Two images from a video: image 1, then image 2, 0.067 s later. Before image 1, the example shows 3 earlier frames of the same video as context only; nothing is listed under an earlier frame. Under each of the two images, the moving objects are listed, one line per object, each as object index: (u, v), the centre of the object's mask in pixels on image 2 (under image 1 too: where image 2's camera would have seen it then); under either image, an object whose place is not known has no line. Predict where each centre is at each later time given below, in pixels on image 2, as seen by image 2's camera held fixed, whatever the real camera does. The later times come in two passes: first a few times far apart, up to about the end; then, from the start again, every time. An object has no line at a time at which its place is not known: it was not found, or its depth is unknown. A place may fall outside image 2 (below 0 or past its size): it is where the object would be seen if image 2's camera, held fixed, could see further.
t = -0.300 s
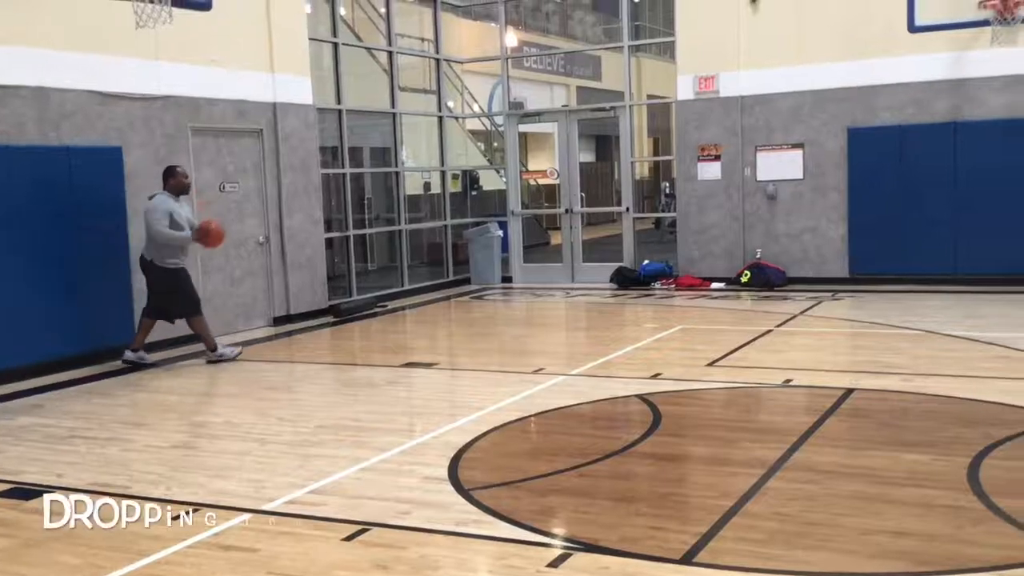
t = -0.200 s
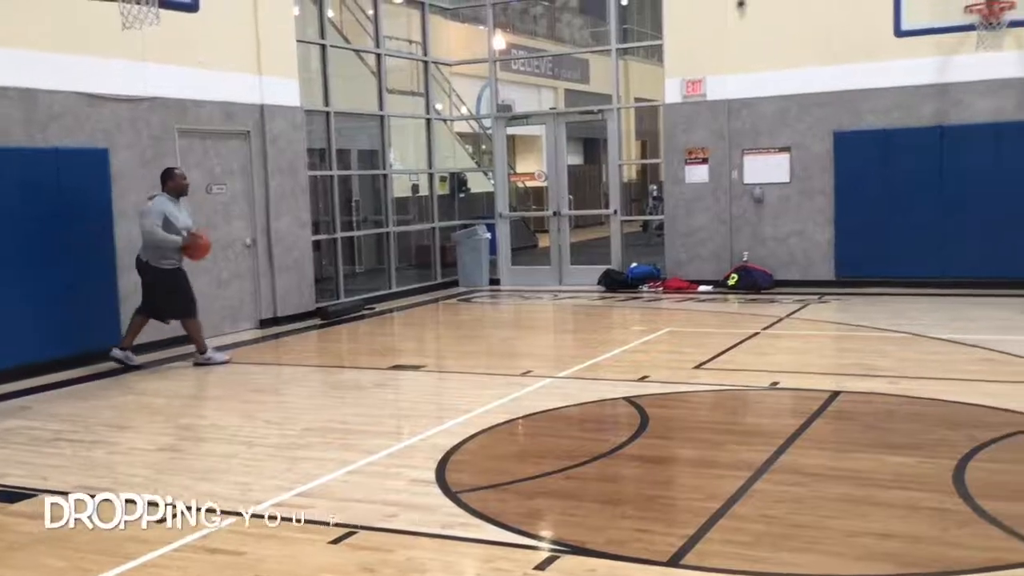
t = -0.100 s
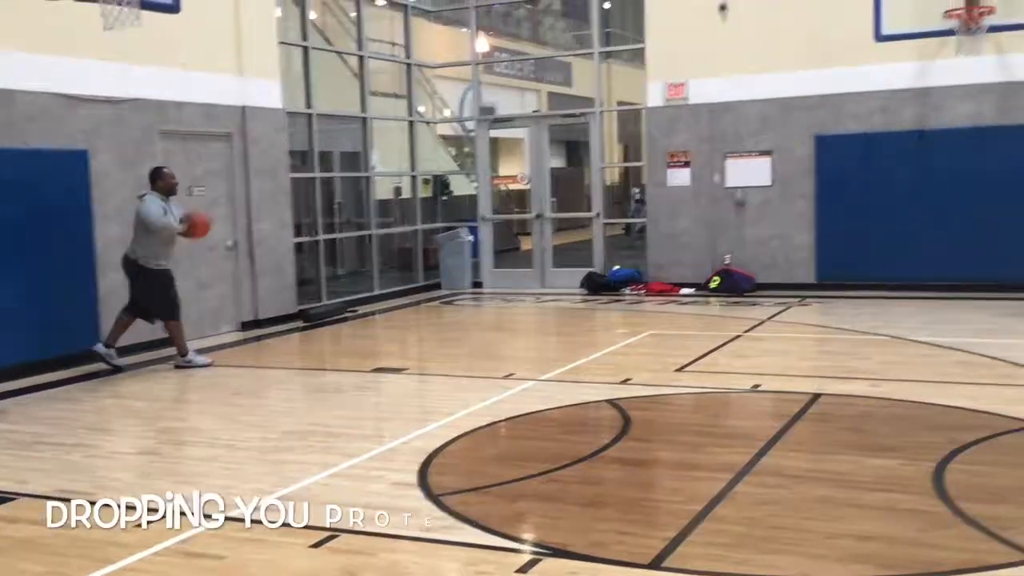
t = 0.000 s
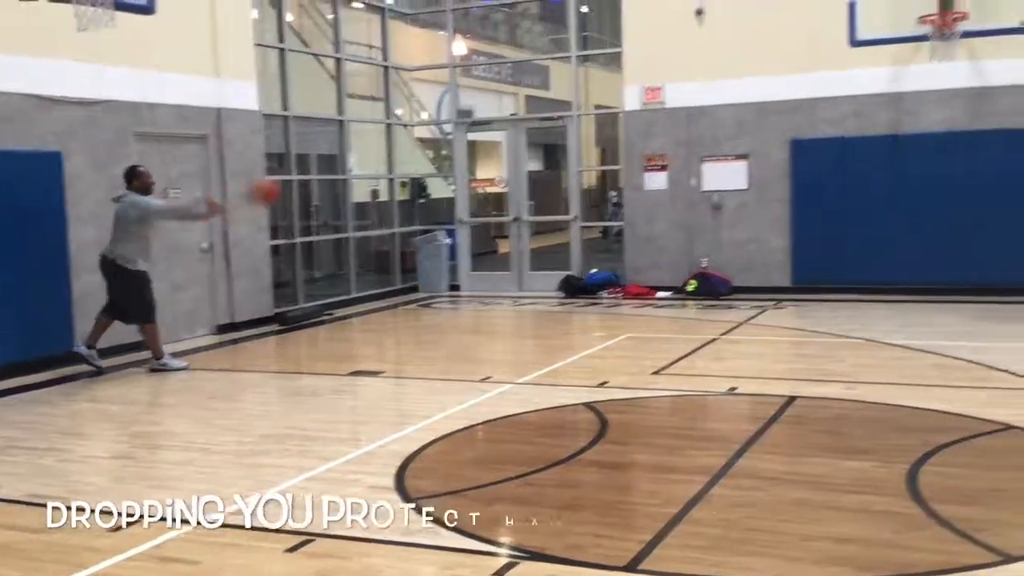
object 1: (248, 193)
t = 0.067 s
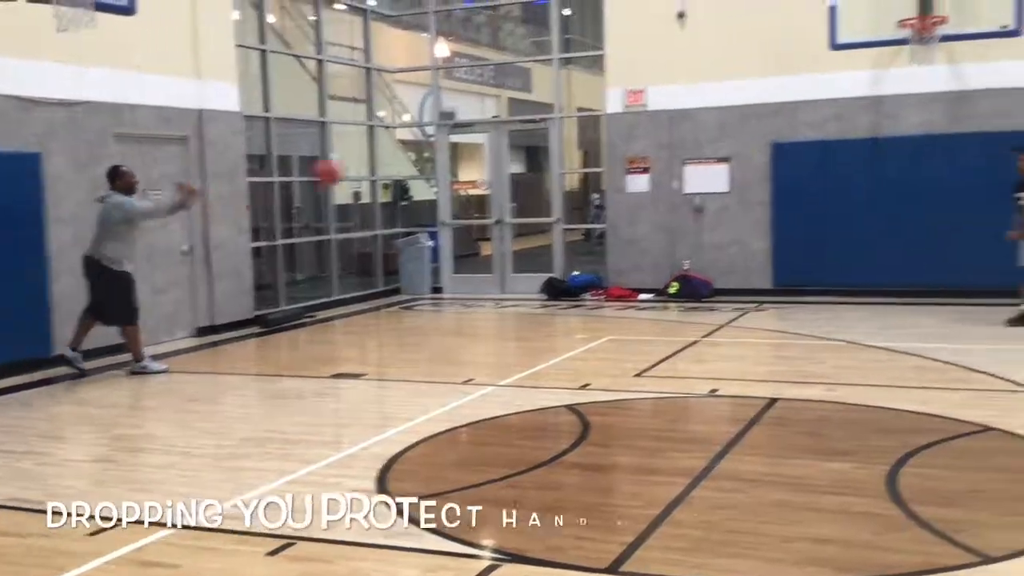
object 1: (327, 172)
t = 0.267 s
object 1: (559, 140)
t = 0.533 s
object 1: (858, 164)
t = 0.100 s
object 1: (367, 164)
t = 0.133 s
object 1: (407, 156)
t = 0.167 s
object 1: (445, 151)
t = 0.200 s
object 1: (484, 146)
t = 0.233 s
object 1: (520, 142)
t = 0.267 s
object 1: (559, 140)
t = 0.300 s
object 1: (597, 140)
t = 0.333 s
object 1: (635, 139)
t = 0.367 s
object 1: (673, 142)
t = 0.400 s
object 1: (709, 144)
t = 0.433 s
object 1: (747, 148)
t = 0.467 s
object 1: (786, 152)
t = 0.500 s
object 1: (822, 157)
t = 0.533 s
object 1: (858, 164)
